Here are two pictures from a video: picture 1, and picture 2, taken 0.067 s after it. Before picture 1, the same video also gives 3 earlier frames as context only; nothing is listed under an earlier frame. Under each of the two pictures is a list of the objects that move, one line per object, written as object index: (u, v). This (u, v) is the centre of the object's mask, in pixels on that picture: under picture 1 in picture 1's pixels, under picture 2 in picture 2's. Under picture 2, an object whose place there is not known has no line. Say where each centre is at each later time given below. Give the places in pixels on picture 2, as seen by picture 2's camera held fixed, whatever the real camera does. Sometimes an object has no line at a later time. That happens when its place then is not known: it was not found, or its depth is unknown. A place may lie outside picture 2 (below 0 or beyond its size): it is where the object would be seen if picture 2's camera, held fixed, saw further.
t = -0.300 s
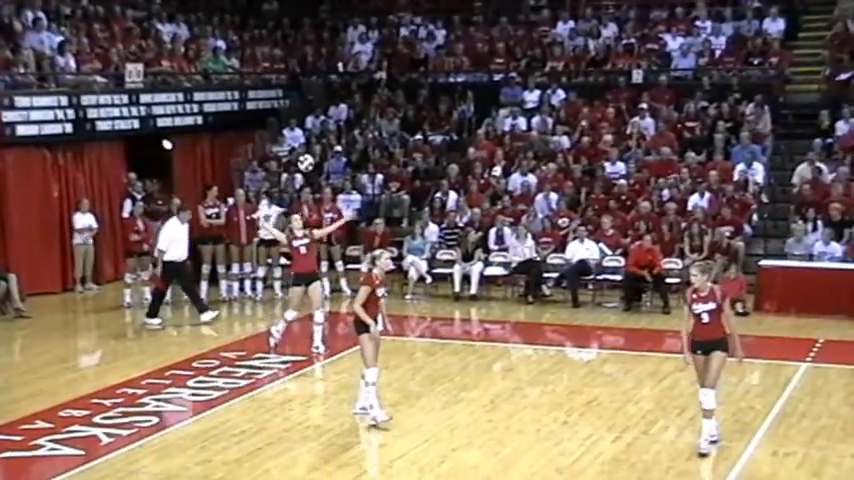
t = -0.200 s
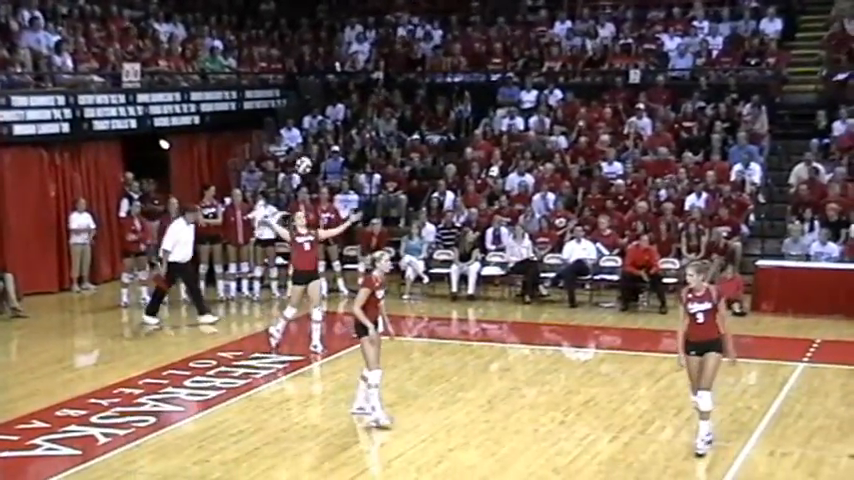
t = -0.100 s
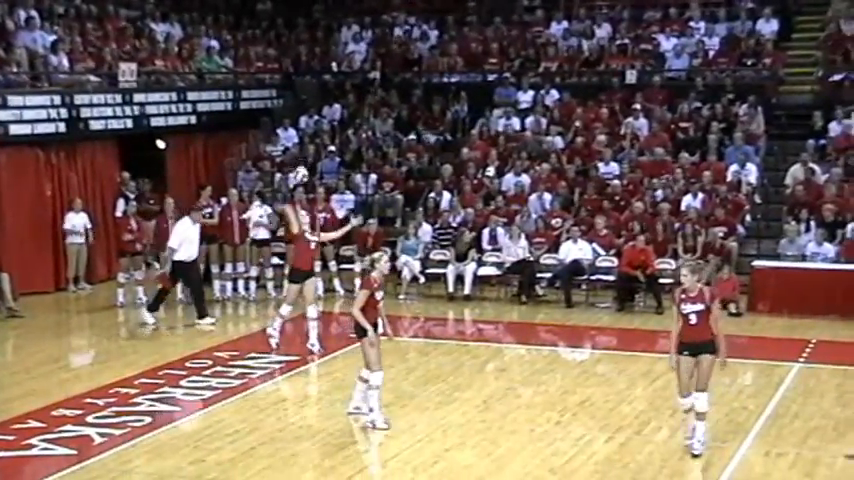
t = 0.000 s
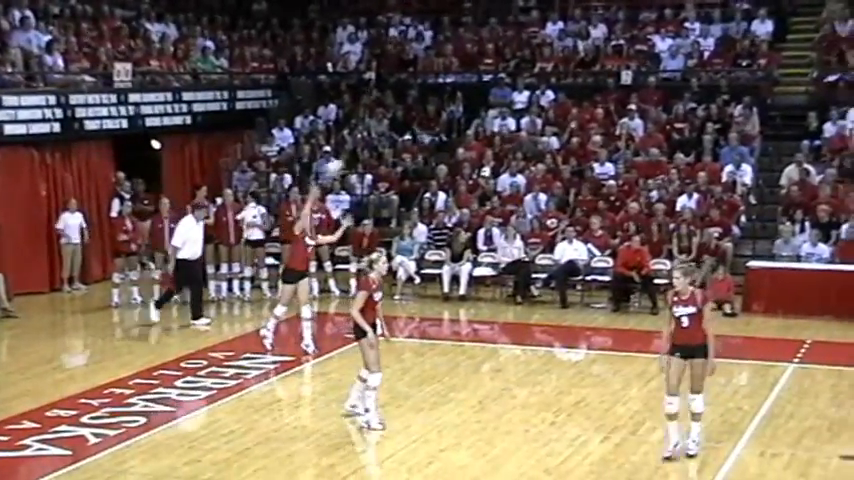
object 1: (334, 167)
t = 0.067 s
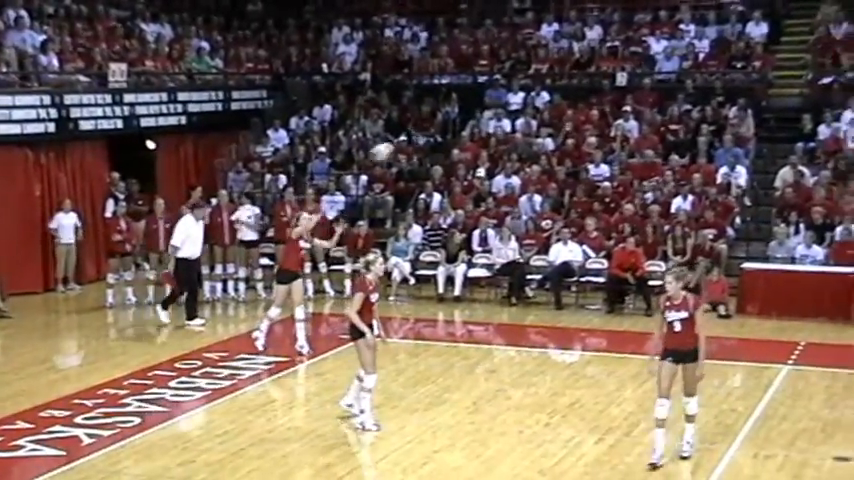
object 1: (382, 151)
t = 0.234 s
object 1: (535, 117)
